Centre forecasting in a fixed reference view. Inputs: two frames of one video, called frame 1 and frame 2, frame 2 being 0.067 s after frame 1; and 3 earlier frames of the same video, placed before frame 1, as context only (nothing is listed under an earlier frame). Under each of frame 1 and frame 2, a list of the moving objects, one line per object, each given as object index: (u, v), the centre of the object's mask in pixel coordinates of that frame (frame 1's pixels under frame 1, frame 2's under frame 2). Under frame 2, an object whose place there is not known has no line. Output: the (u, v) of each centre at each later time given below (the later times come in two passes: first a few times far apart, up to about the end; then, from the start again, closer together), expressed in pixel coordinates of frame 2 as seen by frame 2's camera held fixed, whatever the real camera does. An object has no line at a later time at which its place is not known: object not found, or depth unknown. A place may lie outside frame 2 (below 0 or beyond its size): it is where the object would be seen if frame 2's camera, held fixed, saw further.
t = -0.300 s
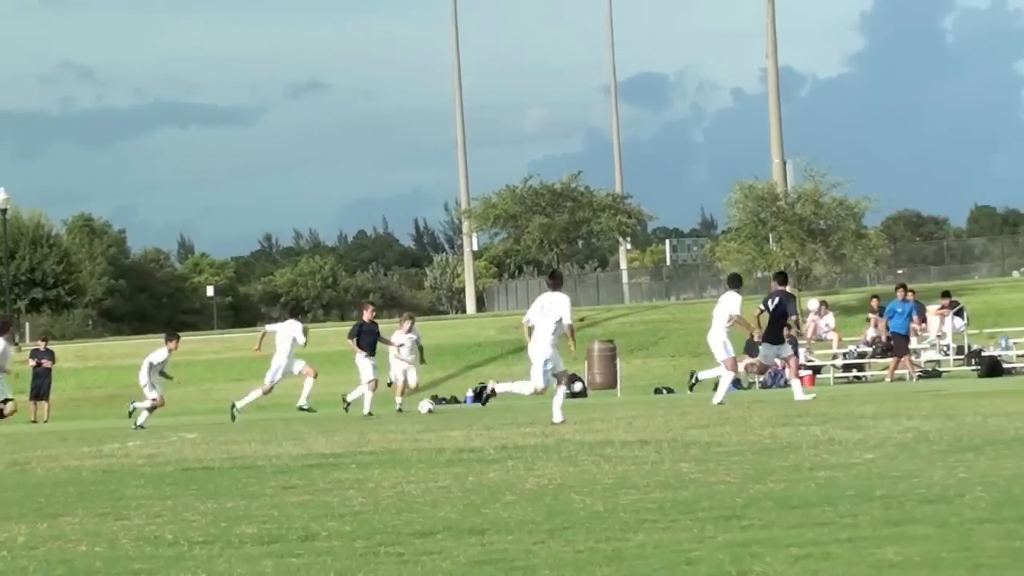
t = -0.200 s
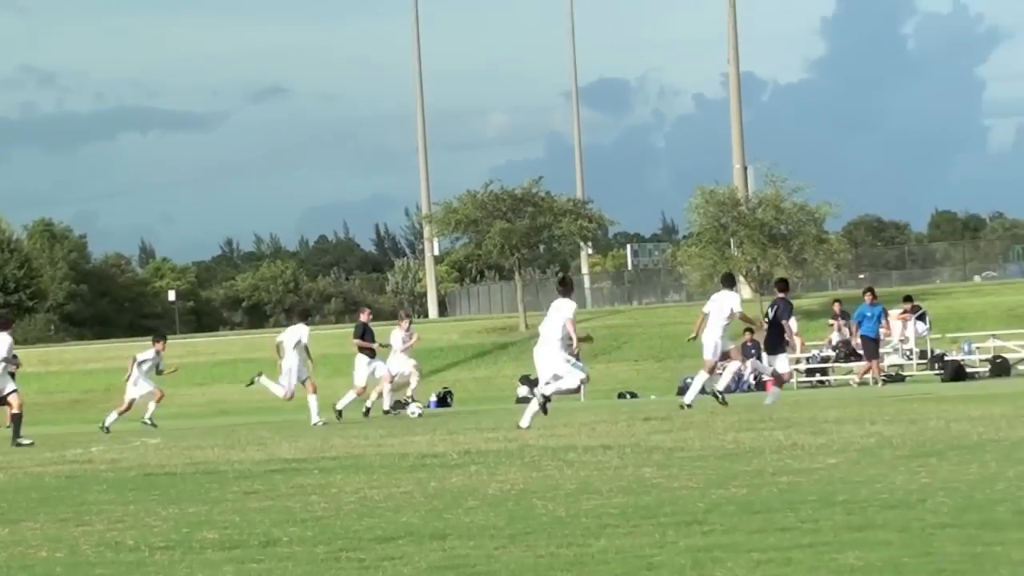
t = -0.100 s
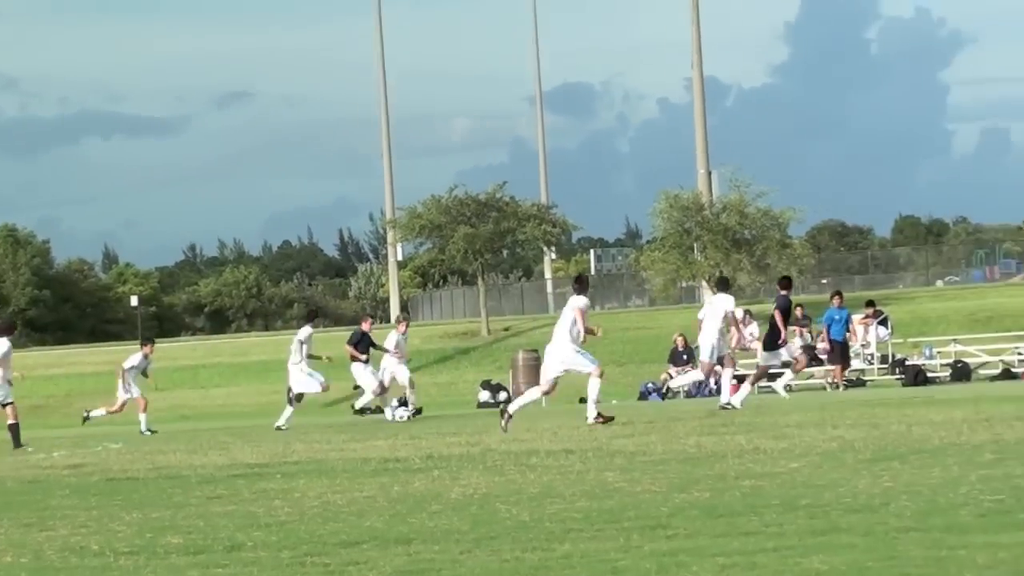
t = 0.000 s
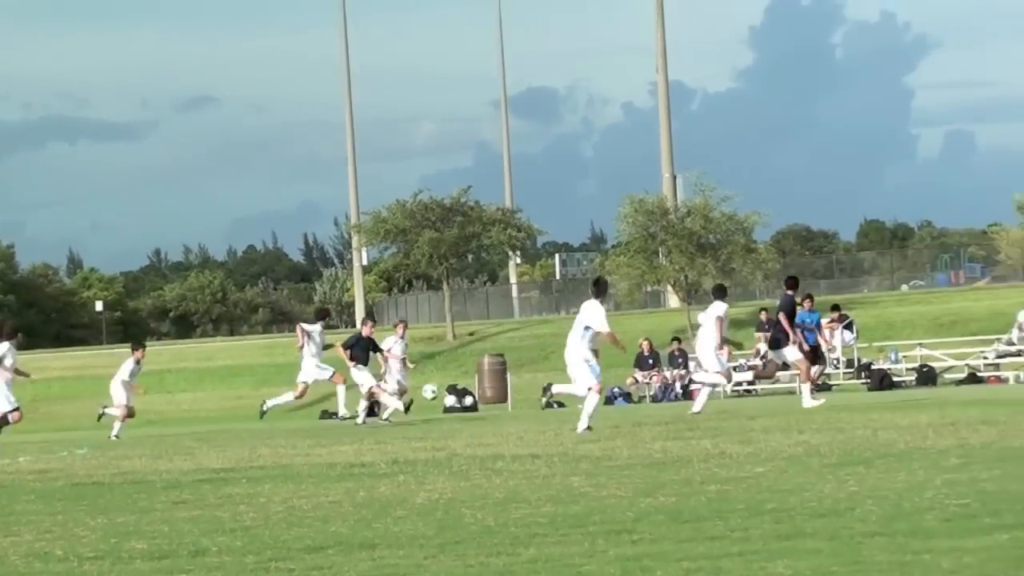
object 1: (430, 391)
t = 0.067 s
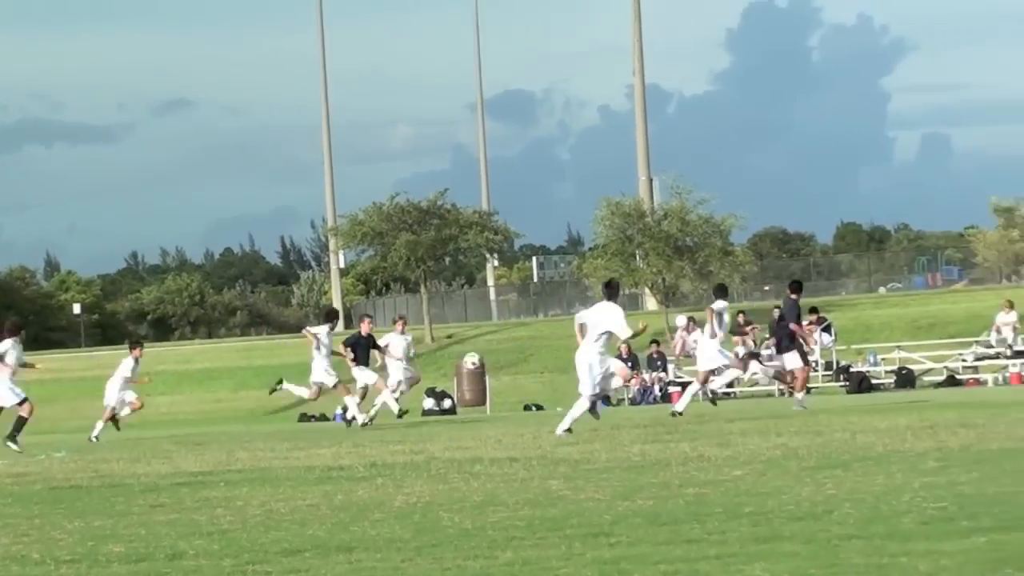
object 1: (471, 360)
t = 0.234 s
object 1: (623, 285)
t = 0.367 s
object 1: (742, 232)
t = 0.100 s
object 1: (502, 344)
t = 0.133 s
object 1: (533, 330)
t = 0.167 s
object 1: (565, 314)
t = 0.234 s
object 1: (623, 285)
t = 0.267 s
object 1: (653, 271)
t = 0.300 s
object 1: (683, 258)
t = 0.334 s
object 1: (713, 245)
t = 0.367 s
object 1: (742, 232)
